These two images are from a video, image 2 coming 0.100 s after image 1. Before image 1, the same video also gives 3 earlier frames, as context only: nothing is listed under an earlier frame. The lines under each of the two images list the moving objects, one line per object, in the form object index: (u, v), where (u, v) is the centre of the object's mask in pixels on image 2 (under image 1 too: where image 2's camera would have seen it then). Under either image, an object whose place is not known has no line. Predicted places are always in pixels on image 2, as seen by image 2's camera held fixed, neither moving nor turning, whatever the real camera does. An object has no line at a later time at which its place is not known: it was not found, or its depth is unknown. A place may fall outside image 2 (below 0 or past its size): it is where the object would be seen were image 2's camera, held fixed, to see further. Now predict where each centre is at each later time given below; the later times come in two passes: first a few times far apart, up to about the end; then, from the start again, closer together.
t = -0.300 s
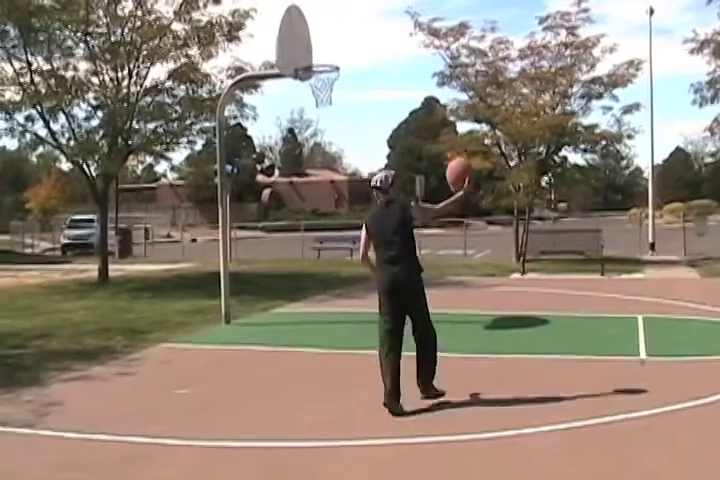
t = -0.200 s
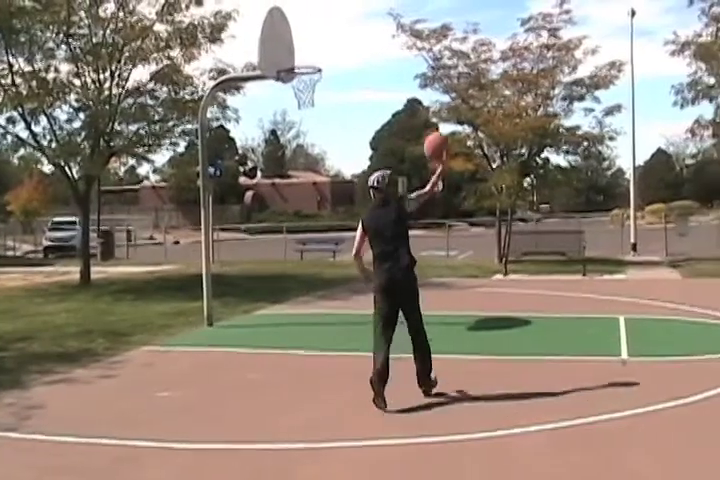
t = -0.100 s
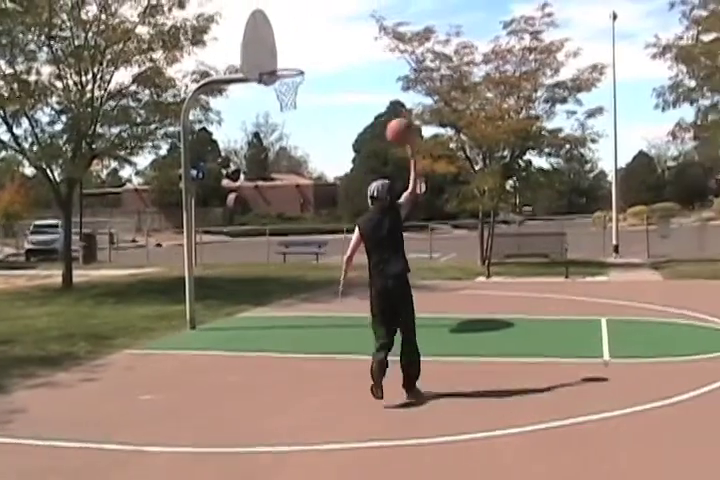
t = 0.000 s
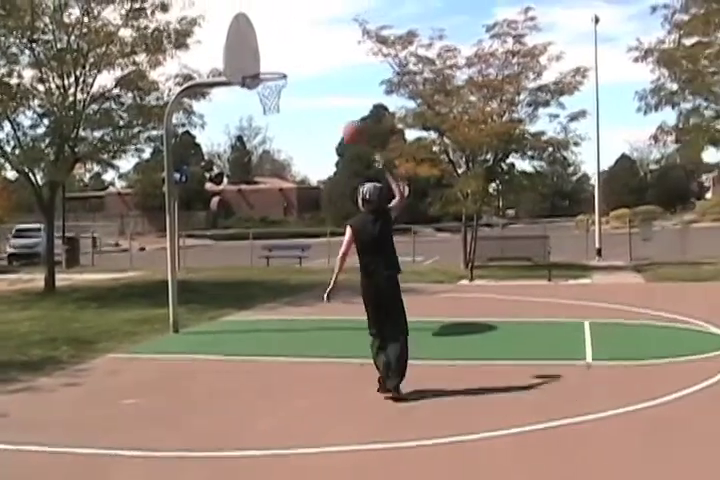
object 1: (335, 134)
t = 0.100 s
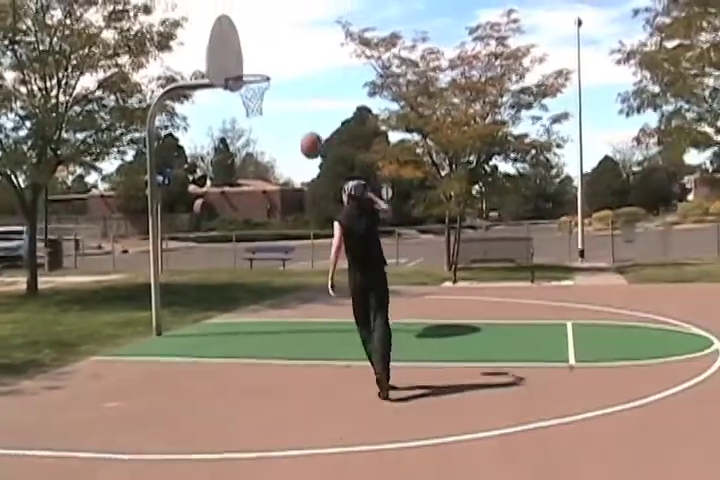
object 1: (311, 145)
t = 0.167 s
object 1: (295, 157)
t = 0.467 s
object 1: (235, 258)
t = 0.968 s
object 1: (185, 233)
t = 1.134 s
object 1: (174, 213)
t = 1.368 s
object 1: (162, 231)
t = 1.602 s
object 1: (150, 292)
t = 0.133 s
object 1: (303, 150)
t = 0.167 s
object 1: (295, 157)
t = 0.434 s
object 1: (240, 243)
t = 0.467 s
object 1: (235, 258)
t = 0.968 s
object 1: (185, 233)
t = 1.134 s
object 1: (174, 213)
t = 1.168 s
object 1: (172, 212)
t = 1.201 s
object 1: (170, 213)
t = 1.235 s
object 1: (168, 214)
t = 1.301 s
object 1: (163, 219)
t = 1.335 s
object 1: (162, 225)
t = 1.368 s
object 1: (162, 231)
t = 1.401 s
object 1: (160, 237)
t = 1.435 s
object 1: (159, 244)
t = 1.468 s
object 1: (157, 253)
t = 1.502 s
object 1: (155, 262)
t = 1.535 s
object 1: (155, 270)
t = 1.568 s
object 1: (152, 281)
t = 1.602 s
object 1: (150, 292)
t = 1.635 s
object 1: (148, 304)
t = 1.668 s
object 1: (147, 316)
